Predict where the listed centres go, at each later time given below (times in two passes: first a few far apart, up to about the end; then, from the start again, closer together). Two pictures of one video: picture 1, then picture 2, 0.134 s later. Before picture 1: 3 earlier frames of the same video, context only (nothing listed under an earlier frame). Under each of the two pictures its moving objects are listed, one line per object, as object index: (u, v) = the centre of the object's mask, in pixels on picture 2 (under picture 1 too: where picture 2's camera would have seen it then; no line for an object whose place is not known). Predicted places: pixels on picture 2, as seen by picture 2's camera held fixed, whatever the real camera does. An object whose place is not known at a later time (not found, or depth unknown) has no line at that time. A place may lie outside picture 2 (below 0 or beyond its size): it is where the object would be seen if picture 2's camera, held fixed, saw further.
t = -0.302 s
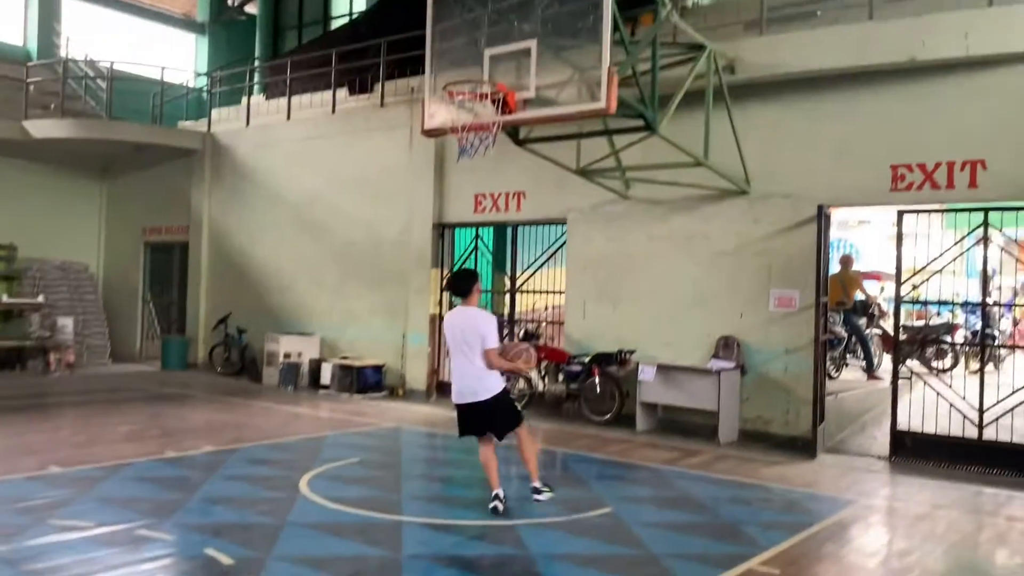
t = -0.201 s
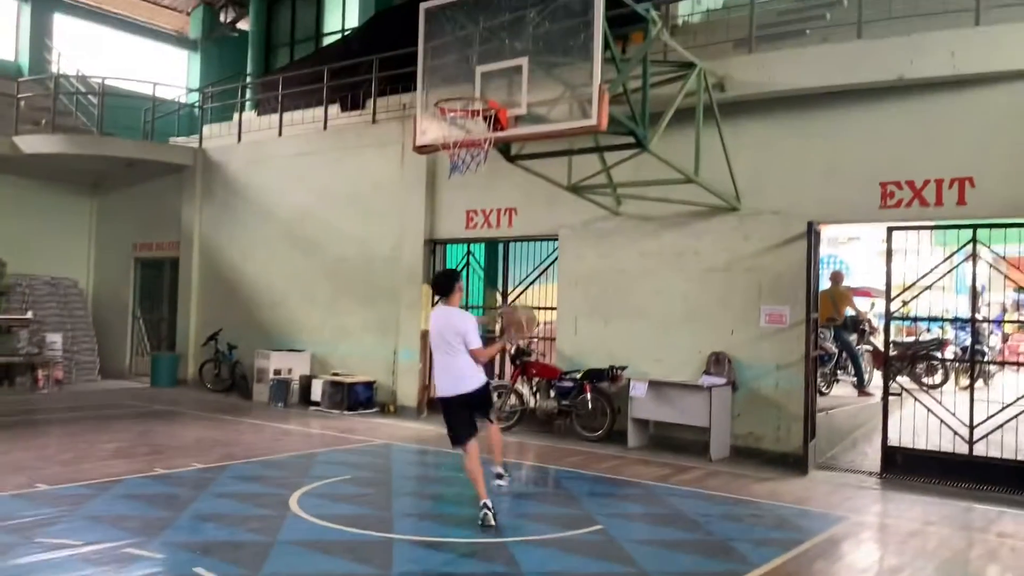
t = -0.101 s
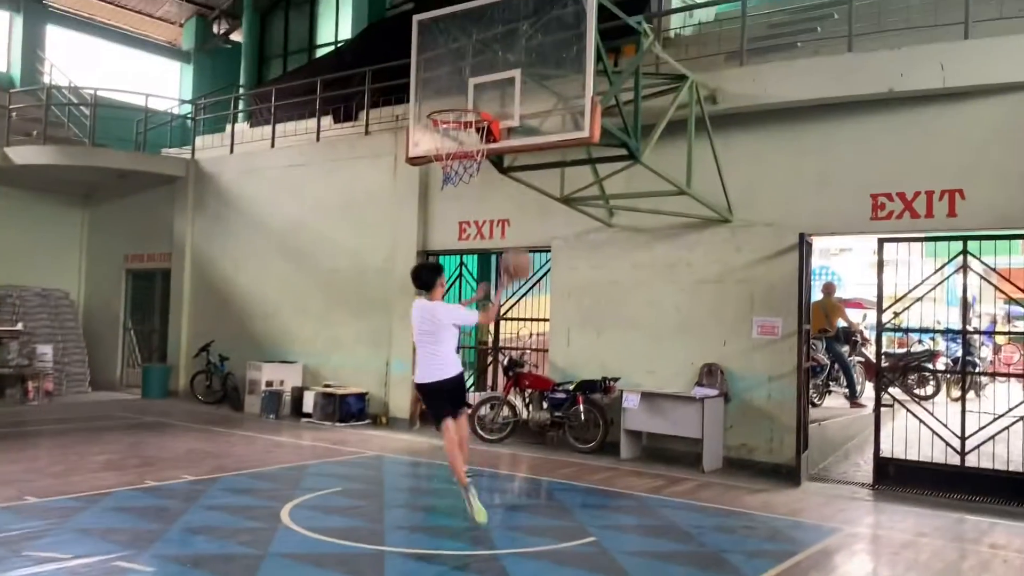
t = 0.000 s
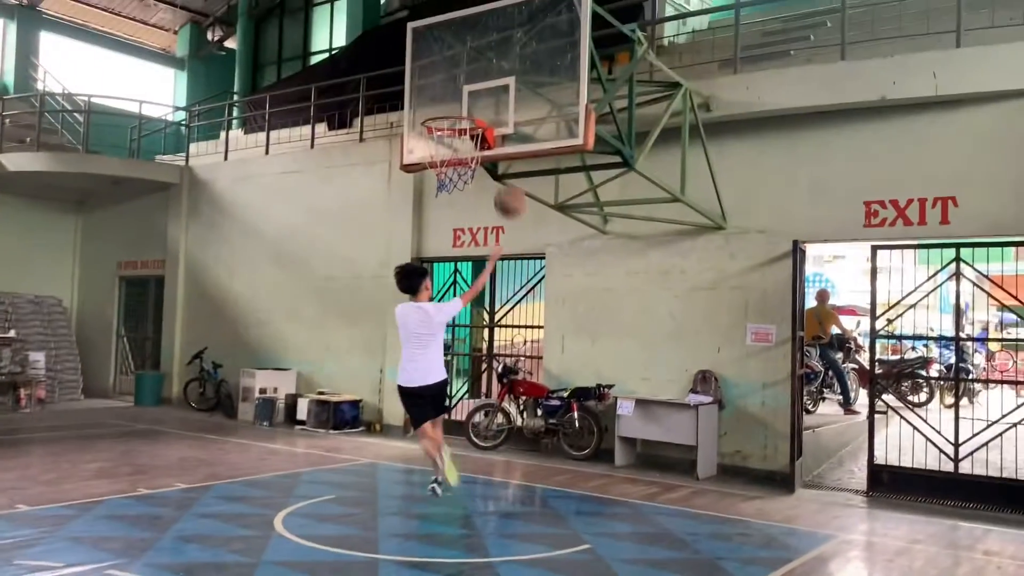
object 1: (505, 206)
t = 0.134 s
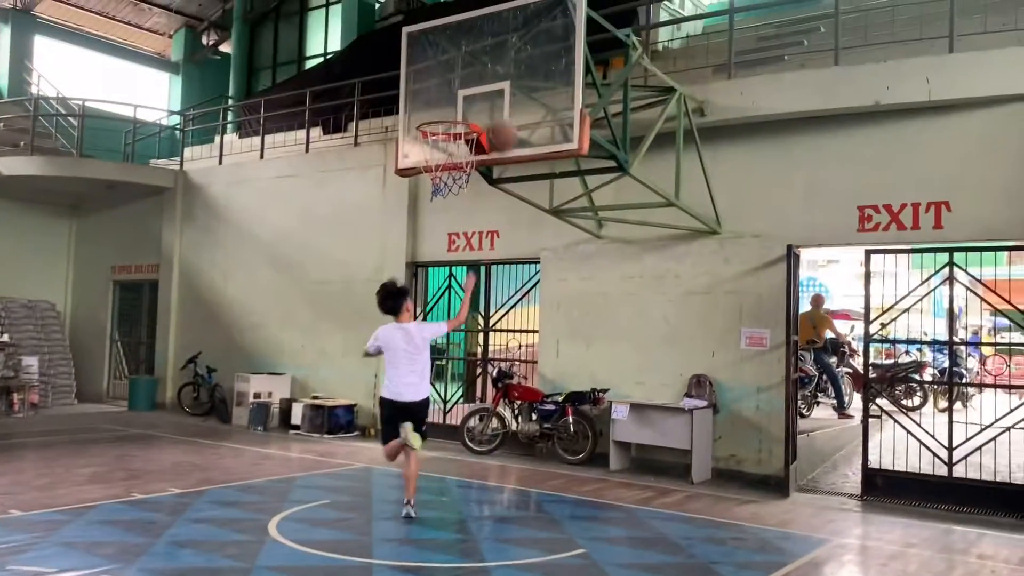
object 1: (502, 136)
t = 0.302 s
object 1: (496, 85)
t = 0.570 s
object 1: (456, 87)
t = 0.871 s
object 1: (470, 157)
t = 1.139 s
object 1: (489, 166)
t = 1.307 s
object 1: (486, 214)
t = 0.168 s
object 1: (501, 123)
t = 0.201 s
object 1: (500, 111)
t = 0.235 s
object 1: (500, 101)
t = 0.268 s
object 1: (500, 92)
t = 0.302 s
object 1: (496, 85)
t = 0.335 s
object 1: (490, 81)
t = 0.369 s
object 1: (487, 78)
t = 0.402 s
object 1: (481, 76)
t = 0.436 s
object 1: (477, 75)
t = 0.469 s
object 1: (472, 76)
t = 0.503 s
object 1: (466, 79)
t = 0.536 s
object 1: (460, 83)
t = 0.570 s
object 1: (456, 87)
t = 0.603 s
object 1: (450, 93)
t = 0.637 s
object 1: (444, 102)
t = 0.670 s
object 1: (440, 111)
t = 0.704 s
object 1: (431, 120)
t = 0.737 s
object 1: (437, 130)
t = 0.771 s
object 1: (445, 137)
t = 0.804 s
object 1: (463, 156)
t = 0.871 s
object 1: (470, 157)
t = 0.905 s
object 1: (476, 154)
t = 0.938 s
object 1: (482, 155)
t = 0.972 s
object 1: (484, 154)
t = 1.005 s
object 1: (486, 154)
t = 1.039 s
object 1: (489, 155)
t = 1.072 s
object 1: (489, 156)
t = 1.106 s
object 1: (489, 161)
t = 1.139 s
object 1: (489, 166)
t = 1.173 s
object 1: (489, 174)
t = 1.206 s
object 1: (488, 181)
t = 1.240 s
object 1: (488, 191)
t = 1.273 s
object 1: (486, 202)
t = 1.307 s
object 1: (486, 214)
